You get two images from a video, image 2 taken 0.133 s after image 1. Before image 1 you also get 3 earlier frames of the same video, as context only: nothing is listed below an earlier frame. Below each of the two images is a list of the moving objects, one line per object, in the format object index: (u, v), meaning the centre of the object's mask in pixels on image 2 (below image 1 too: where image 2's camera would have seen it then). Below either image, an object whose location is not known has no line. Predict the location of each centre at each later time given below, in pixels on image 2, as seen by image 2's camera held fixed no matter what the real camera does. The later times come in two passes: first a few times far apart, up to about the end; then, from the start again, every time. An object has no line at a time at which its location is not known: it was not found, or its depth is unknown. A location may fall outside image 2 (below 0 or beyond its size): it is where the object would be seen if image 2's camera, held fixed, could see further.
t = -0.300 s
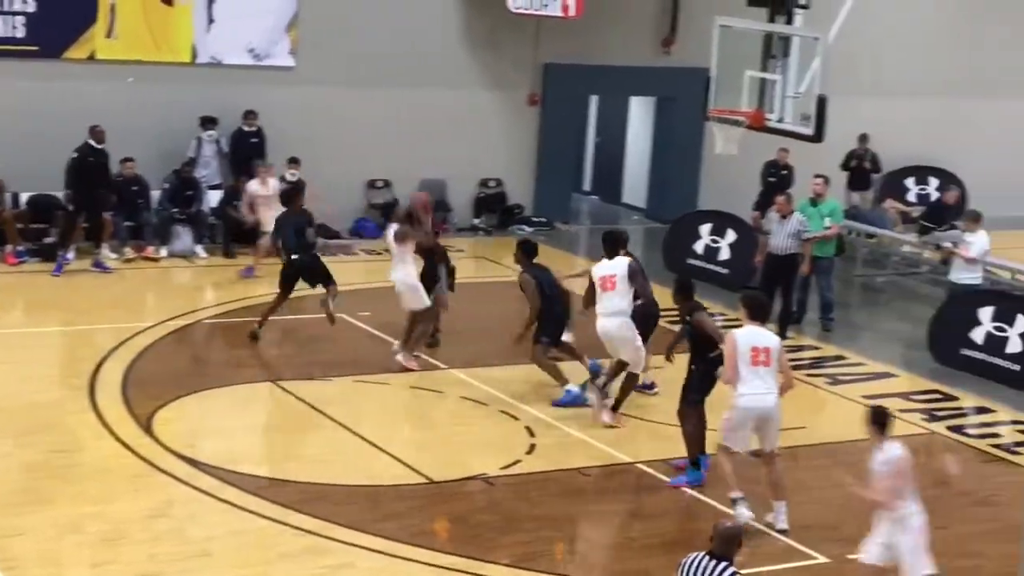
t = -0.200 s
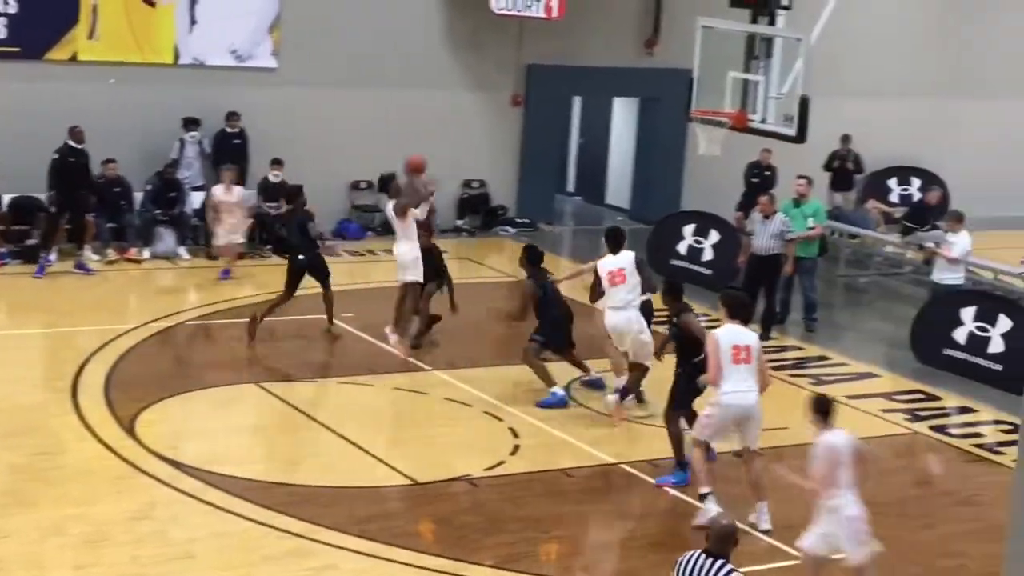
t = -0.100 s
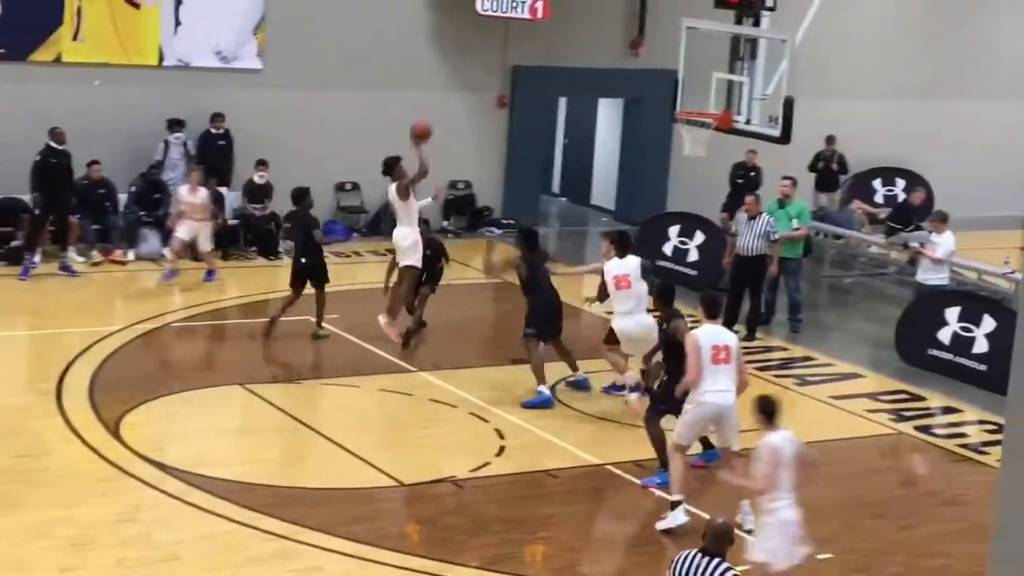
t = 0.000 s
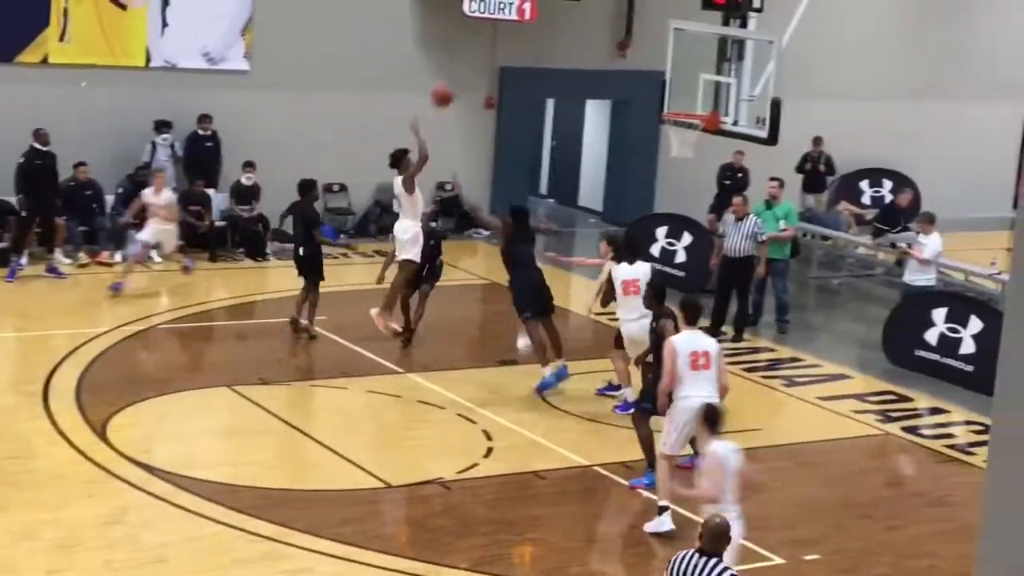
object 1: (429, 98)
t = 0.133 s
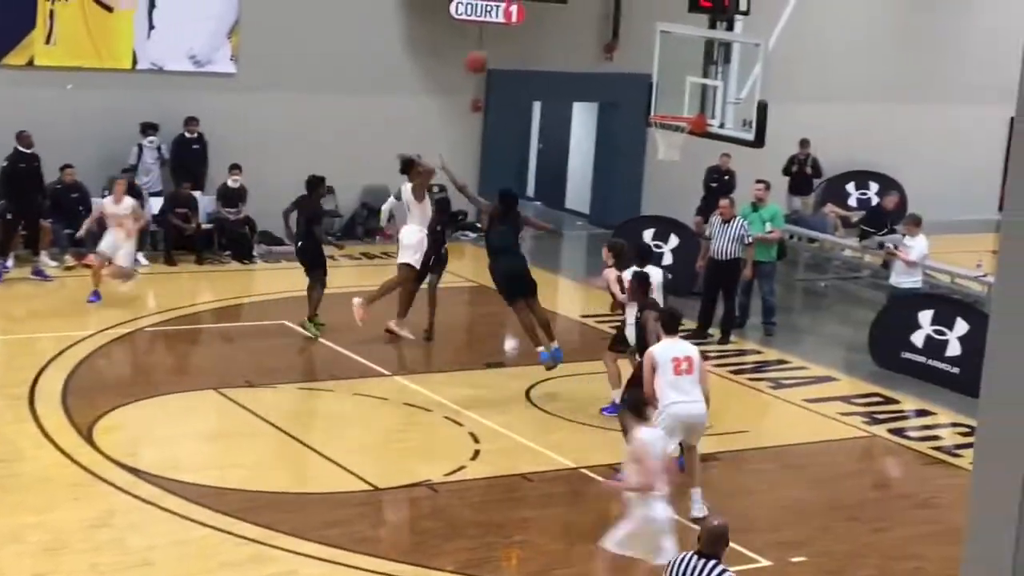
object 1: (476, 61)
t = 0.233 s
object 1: (510, 46)
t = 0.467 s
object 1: (588, 43)
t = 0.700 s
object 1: (662, 91)
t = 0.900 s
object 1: (650, 125)
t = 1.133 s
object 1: (665, 147)
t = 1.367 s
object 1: (678, 190)
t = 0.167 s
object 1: (487, 54)
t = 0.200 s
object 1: (498, 49)
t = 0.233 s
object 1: (510, 46)
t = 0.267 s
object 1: (521, 42)
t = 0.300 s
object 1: (533, 38)
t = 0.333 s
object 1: (544, 36)
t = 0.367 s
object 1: (555, 37)
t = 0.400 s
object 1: (567, 37)
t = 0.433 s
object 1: (577, 39)
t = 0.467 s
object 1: (588, 43)
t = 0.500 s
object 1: (598, 47)
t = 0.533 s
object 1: (610, 51)
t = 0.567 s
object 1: (620, 58)
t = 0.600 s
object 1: (631, 65)
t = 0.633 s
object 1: (640, 71)
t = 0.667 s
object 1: (651, 80)
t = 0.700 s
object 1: (662, 91)
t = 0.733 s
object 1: (672, 103)
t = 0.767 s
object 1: (682, 113)
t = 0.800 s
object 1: (680, 119)
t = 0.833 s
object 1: (669, 125)
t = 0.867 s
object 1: (657, 127)
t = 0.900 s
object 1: (650, 125)
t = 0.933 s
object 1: (651, 124)
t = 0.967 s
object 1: (648, 125)
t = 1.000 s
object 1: (647, 126)
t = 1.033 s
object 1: (656, 134)
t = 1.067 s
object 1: (661, 141)
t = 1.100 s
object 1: (662, 144)
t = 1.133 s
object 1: (665, 147)
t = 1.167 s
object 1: (667, 152)
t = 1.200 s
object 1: (669, 156)
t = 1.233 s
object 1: (670, 161)
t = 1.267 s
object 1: (672, 165)
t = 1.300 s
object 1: (674, 171)
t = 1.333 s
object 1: (677, 181)
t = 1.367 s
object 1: (678, 190)
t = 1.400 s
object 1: (680, 201)
